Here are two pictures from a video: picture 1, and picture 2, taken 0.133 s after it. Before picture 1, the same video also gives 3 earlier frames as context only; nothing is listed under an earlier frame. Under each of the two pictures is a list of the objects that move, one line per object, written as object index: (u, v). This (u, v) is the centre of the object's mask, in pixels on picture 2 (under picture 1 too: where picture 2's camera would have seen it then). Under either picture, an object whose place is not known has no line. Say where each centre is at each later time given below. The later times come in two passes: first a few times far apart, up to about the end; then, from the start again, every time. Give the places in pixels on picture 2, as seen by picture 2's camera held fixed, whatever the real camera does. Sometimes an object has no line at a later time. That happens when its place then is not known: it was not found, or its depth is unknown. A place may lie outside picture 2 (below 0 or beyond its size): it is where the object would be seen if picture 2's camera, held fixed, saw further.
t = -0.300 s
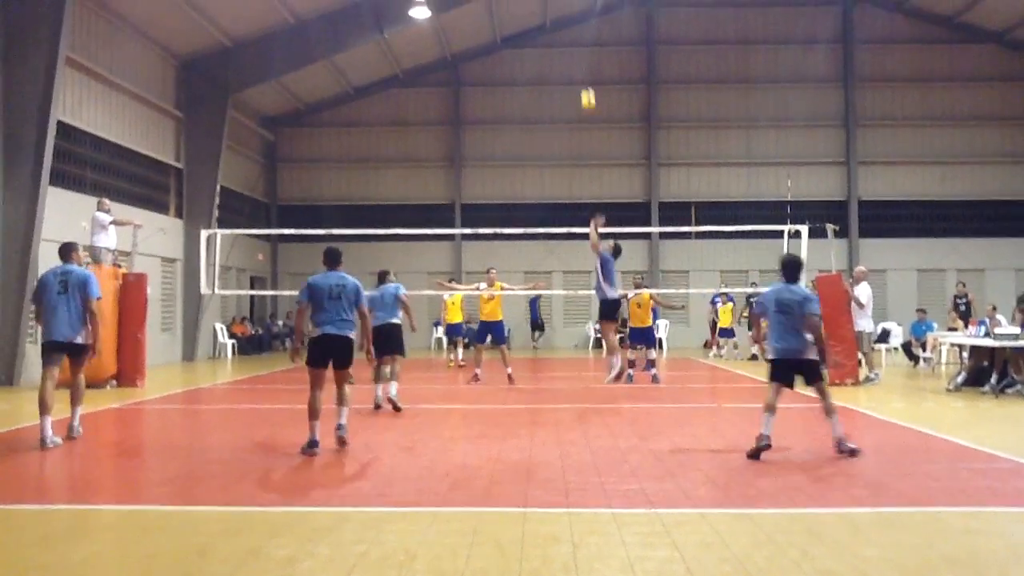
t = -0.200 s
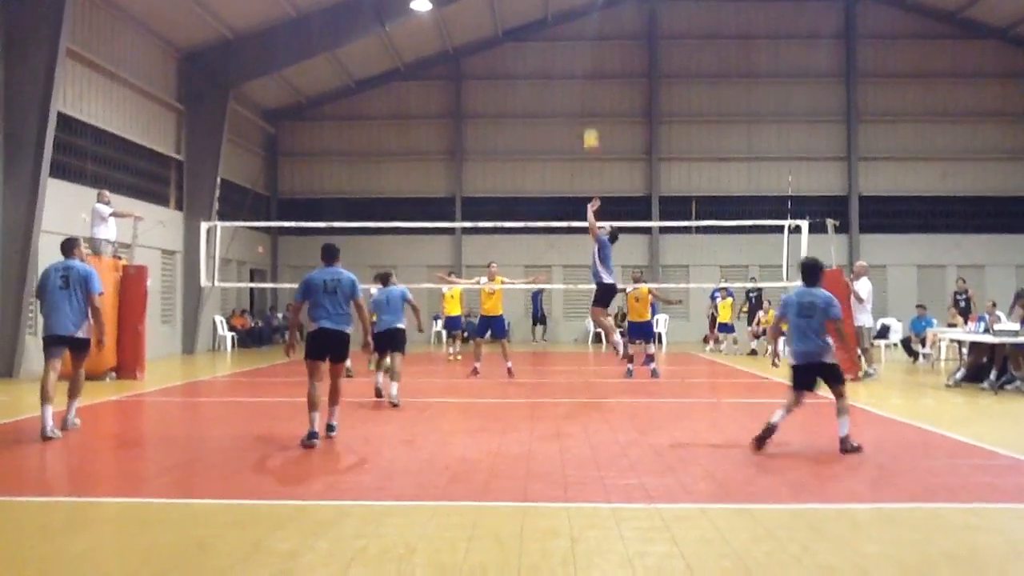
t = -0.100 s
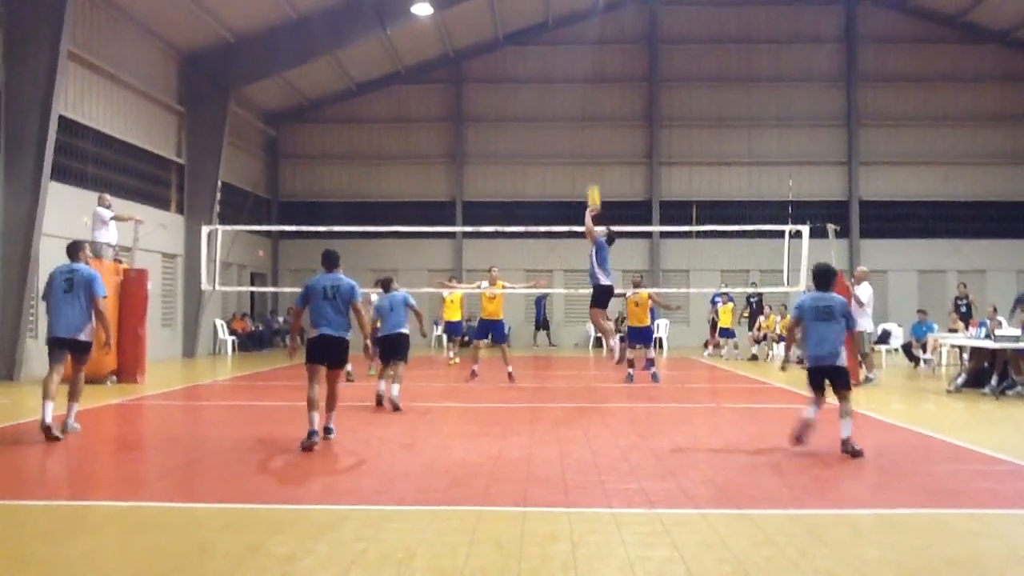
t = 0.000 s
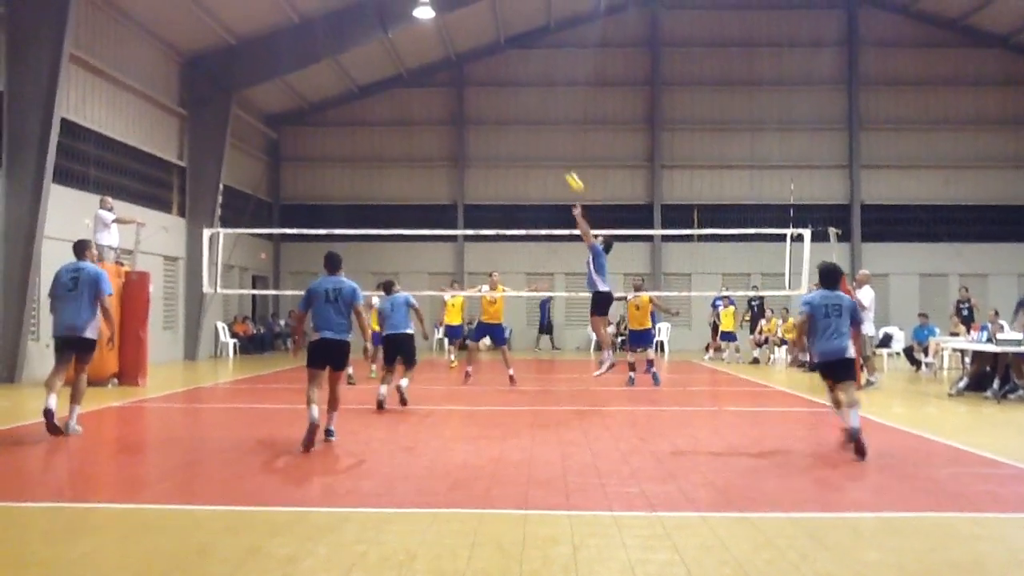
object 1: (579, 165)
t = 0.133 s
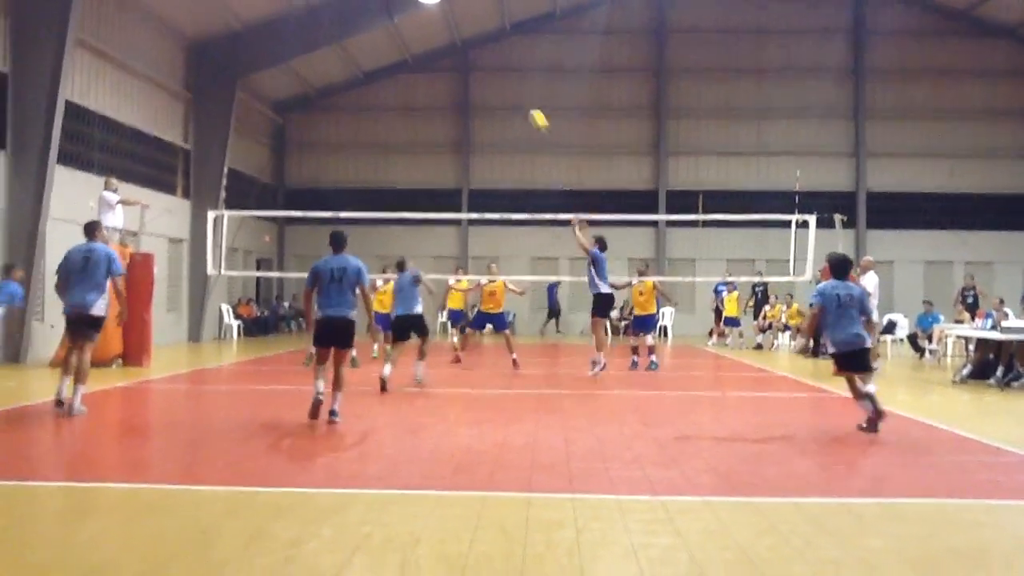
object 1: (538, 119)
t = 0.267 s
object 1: (499, 84)
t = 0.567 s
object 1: (419, 57)
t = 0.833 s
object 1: (353, 81)
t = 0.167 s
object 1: (528, 109)
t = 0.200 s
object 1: (518, 100)
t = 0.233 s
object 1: (509, 93)
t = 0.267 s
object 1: (499, 84)
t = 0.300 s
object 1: (490, 78)
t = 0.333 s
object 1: (480, 72)
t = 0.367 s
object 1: (471, 67)
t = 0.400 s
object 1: (461, 65)
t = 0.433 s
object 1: (452, 62)
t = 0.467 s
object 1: (443, 60)
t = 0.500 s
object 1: (435, 58)
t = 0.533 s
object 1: (428, 57)
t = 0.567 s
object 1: (419, 57)
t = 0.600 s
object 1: (410, 58)
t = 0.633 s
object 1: (401, 60)
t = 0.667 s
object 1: (393, 62)
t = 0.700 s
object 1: (385, 64)
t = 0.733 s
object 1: (377, 68)
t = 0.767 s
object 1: (369, 72)
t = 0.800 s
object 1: (360, 76)
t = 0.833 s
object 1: (353, 81)
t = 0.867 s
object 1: (344, 88)
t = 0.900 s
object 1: (336, 96)
